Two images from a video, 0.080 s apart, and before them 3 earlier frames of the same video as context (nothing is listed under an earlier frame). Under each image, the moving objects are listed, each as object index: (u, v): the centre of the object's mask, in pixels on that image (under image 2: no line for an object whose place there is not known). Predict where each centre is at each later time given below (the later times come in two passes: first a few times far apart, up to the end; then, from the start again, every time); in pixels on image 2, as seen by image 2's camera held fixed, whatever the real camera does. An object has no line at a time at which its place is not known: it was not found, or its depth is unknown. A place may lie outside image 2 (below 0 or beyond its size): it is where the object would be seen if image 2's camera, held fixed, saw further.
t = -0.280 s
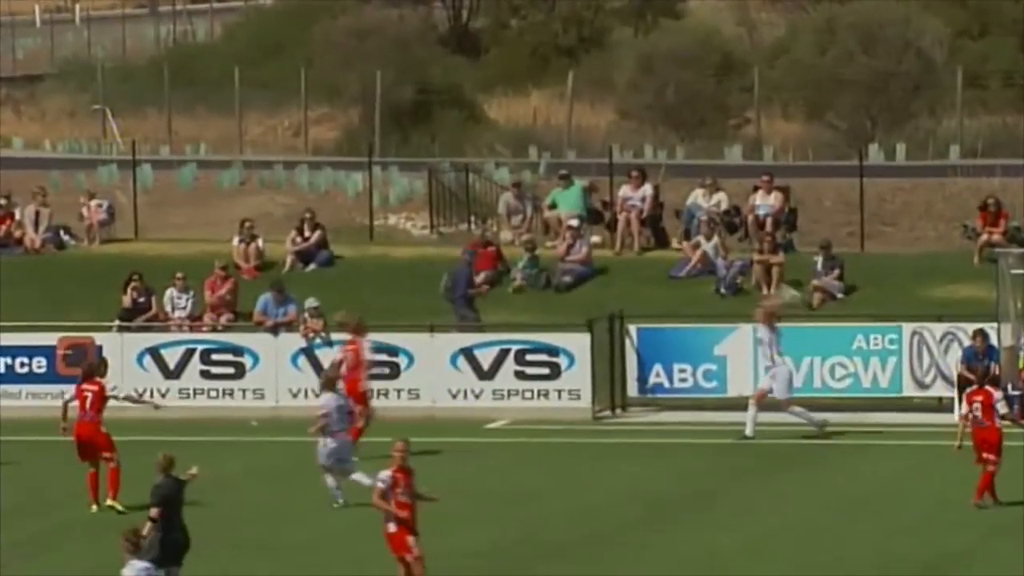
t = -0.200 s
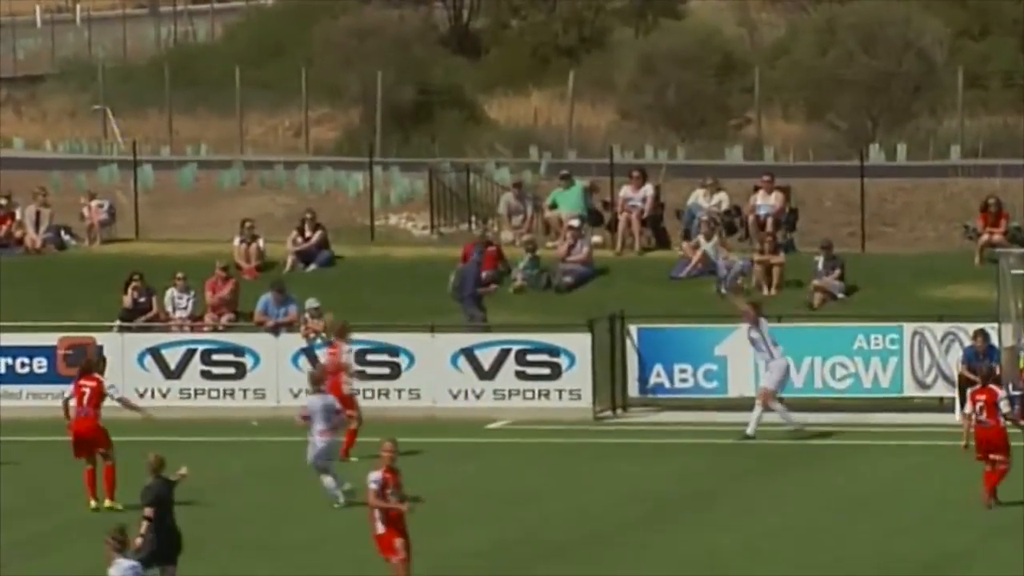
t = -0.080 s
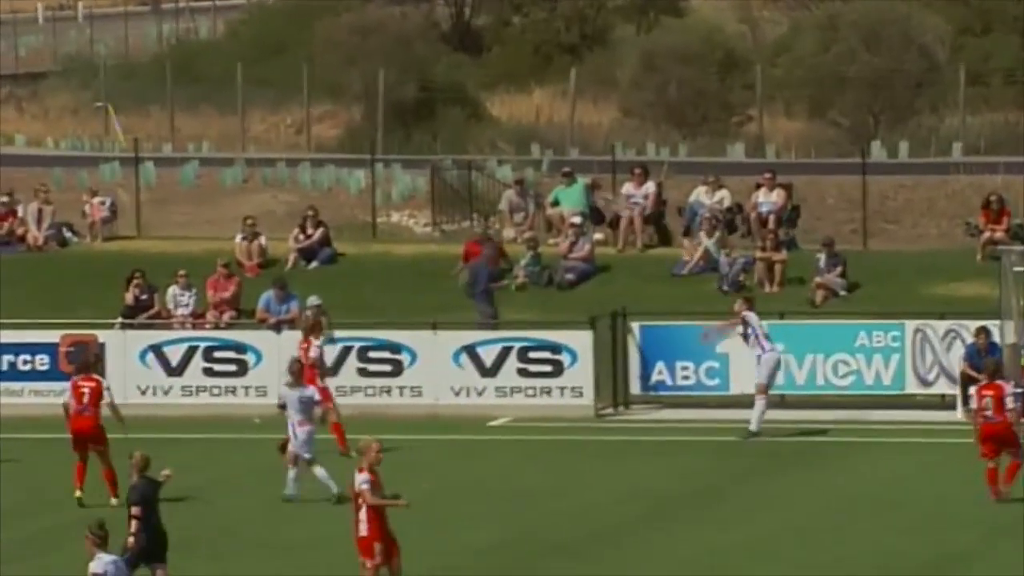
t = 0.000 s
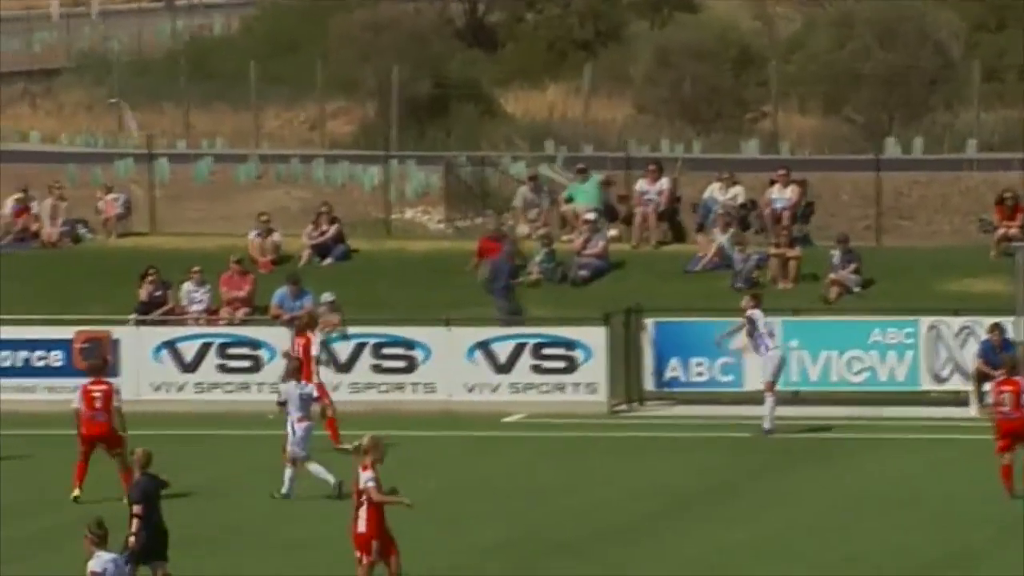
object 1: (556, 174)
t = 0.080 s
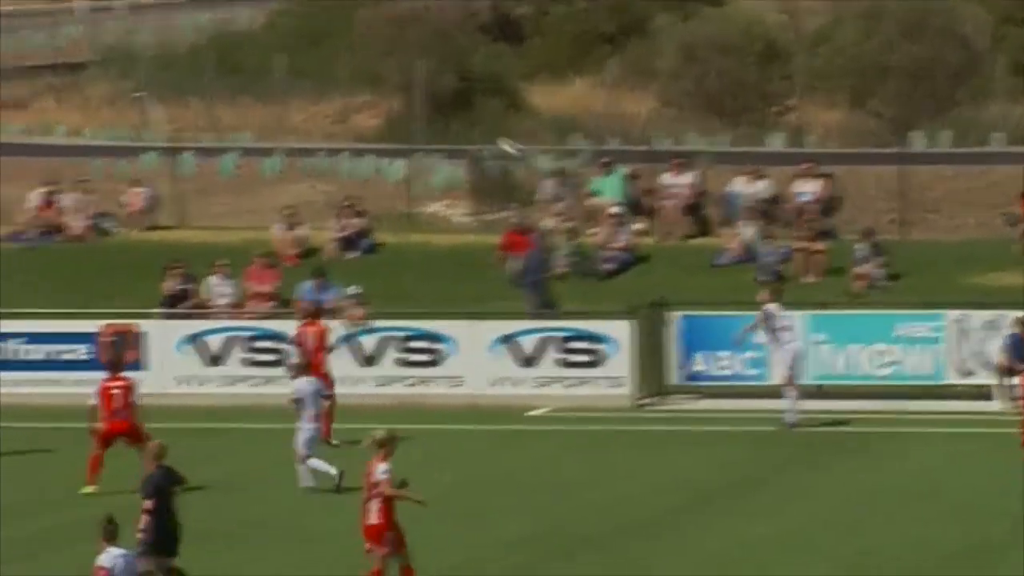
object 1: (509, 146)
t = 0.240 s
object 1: (366, 125)
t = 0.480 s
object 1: (157, 129)
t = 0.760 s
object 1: (-97, 197)
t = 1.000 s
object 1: (-319, 299)
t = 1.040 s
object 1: (-356, 322)
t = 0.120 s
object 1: (473, 138)
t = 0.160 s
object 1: (437, 134)
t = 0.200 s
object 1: (401, 128)
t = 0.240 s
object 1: (366, 125)
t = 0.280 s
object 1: (330, 123)
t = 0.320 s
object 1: (295, 121)
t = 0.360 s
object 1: (262, 121)
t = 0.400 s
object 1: (228, 123)
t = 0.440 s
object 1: (193, 126)
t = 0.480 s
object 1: (157, 129)
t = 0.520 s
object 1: (122, 134)
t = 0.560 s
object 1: (86, 139)
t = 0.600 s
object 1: (47, 149)
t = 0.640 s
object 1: (12, 157)
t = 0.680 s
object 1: (-24, 168)
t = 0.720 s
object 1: (-62, 178)
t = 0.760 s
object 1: (-97, 197)
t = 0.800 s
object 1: (-135, 207)
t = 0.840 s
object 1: (-172, 222)
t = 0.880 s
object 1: (-207, 239)
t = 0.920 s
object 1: (-246, 257)
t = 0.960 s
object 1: (-283, 276)
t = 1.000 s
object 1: (-319, 299)
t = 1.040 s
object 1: (-356, 322)
